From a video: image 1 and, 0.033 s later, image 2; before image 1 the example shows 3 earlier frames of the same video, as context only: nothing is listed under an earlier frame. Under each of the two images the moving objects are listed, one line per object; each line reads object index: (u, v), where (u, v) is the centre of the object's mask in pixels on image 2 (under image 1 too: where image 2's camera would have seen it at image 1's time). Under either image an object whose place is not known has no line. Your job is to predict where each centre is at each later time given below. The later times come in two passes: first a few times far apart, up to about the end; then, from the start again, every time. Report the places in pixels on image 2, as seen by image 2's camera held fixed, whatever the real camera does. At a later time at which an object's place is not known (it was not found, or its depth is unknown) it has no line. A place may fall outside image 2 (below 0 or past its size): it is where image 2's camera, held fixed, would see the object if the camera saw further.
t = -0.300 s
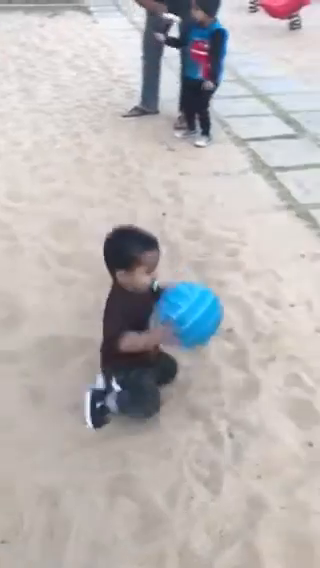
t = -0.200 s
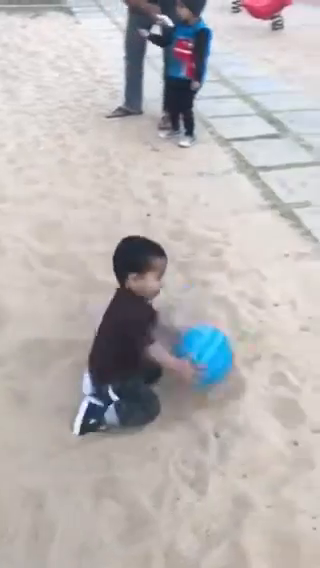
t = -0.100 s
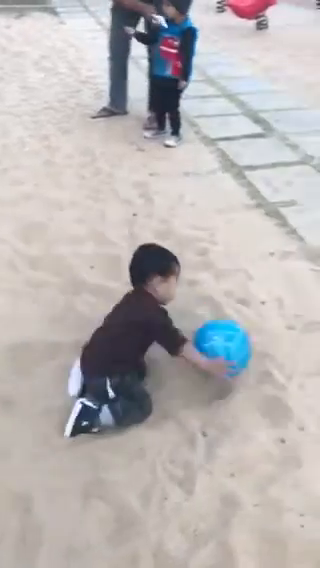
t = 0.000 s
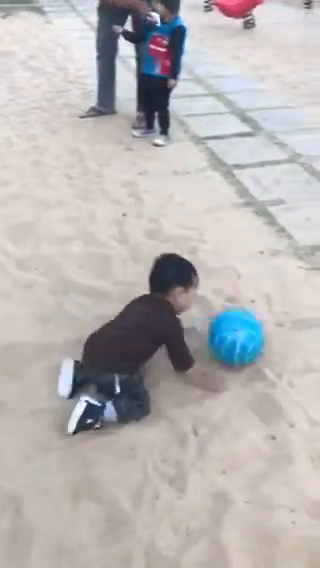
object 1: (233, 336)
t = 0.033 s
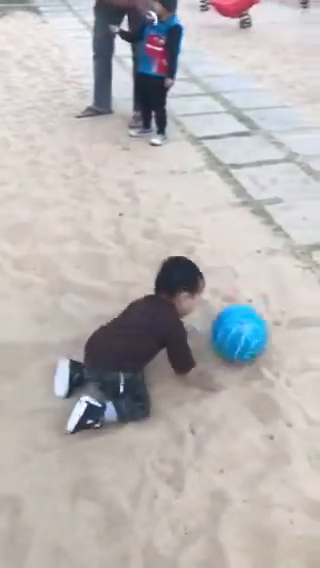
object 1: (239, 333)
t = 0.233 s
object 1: (271, 320)
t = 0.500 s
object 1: (308, 310)
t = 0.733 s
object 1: (338, 302)
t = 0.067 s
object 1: (245, 330)
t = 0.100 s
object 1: (251, 328)
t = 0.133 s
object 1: (256, 327)
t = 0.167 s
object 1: (262, 324)
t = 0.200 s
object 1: (267, 322)
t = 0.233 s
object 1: (271, 320)
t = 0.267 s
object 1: (276, 317)
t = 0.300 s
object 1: (280, 316)
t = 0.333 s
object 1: (285, 315)
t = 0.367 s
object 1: (289, 314)
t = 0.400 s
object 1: (294, 313)
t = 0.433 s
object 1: (299, 312)
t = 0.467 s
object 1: (303, 310)
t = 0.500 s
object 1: (308, 310)
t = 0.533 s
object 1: (312, 309)
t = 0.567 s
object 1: (317, 308)
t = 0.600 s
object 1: (321, 307)
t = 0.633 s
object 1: (326, 306)
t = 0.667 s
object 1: (330, 305)
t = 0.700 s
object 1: (334, 304)
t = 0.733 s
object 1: (338, 302)
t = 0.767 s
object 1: (342, 301)
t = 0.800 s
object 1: (346, 300)
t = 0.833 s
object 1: (350, 299)
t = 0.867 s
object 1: (354, 299)
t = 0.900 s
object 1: (357, 297)
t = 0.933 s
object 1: (360, 296)
